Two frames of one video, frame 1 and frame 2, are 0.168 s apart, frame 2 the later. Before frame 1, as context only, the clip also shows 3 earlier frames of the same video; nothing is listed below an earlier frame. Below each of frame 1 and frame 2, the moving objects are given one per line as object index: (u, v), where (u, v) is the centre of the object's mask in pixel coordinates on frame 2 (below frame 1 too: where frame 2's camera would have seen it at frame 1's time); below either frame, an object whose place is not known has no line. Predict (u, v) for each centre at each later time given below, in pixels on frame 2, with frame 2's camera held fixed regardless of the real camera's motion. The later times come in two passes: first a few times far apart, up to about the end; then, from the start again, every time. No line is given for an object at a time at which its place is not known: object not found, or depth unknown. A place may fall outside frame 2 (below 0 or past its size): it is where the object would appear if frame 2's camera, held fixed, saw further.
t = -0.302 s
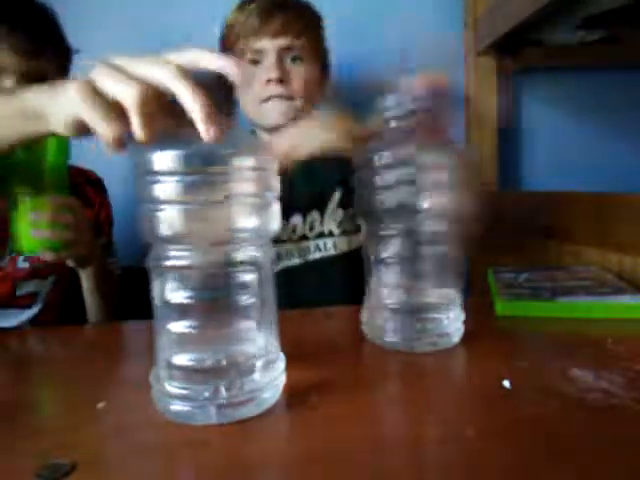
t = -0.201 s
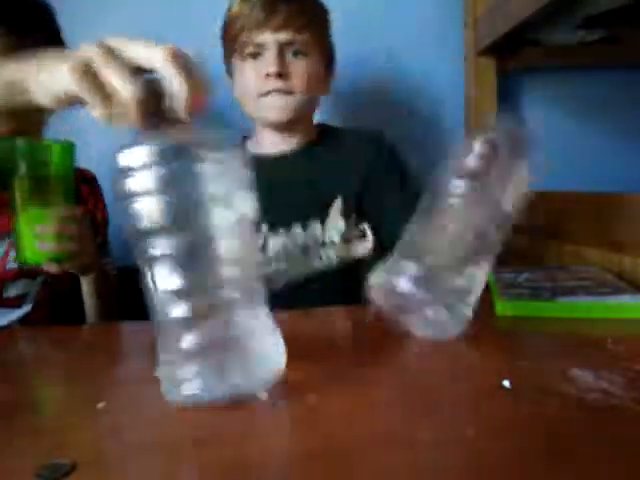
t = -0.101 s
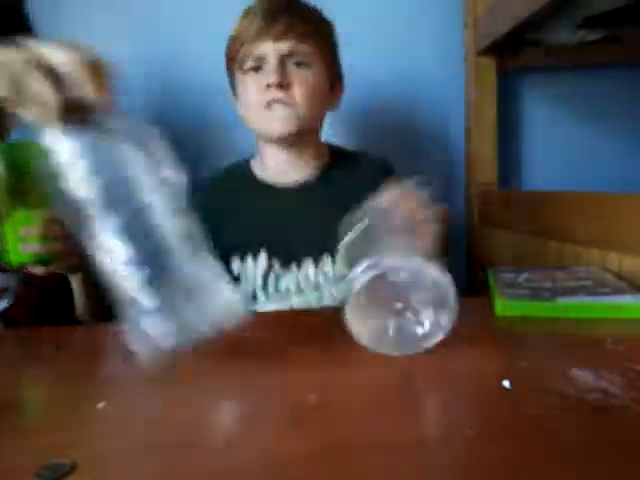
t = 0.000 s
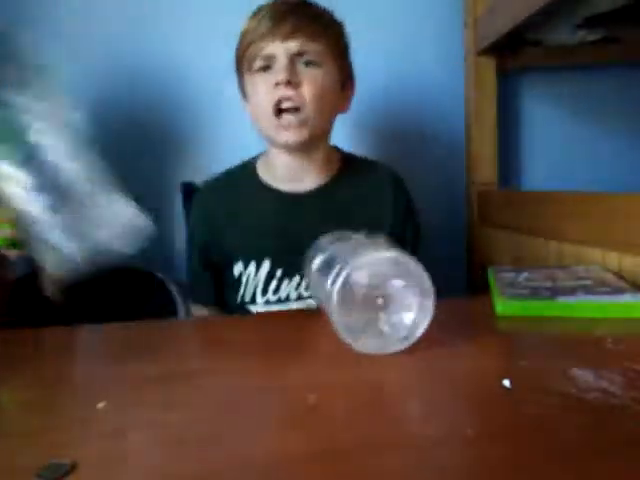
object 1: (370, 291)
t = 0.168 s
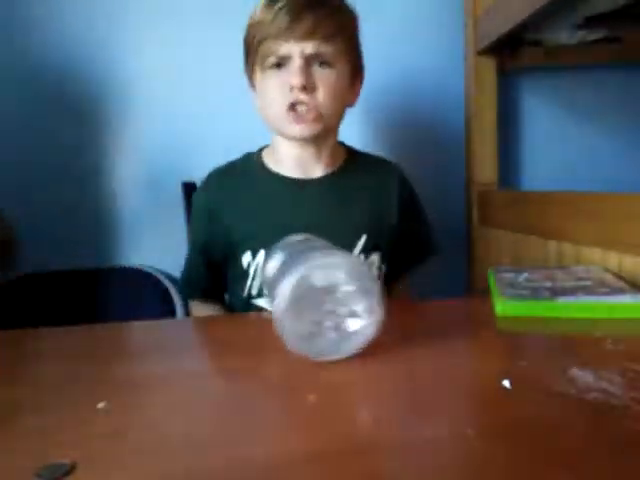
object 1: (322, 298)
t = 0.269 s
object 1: (300, 300)
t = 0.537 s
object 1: (234, 308)
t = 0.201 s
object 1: (311, 299)
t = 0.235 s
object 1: (305, 300)
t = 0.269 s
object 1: (300, 300)
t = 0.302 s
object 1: (296, 301)
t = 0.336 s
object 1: (289, 302)
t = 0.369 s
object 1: (280, 303)
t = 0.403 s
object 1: (269, 304)
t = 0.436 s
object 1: (257, 306)
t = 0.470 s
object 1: (247, 307)
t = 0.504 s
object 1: (240, 307)
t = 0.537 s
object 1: (234, 308)
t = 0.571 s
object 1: (230, 308)
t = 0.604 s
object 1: (225, 309)
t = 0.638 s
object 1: (218, 310)
